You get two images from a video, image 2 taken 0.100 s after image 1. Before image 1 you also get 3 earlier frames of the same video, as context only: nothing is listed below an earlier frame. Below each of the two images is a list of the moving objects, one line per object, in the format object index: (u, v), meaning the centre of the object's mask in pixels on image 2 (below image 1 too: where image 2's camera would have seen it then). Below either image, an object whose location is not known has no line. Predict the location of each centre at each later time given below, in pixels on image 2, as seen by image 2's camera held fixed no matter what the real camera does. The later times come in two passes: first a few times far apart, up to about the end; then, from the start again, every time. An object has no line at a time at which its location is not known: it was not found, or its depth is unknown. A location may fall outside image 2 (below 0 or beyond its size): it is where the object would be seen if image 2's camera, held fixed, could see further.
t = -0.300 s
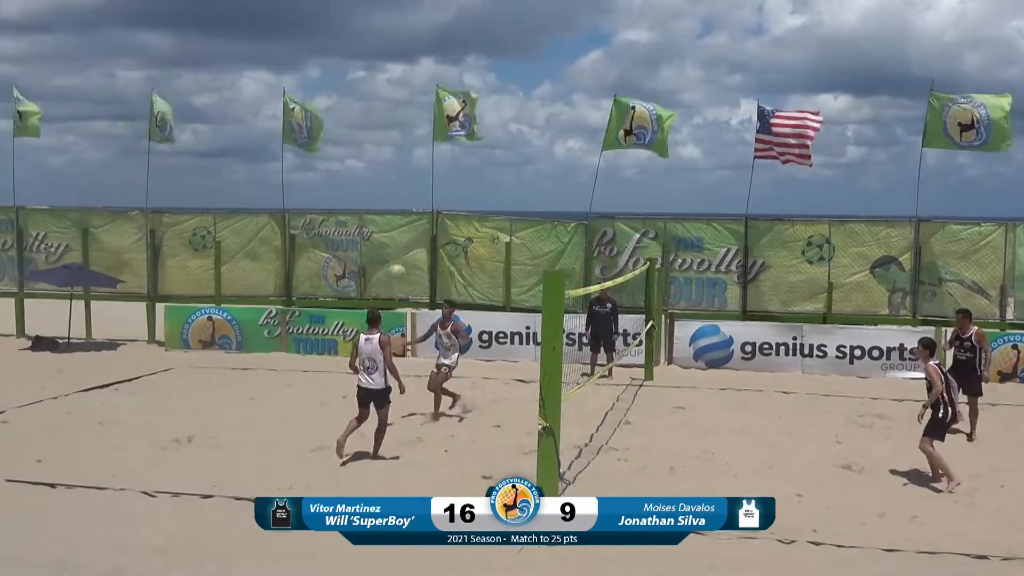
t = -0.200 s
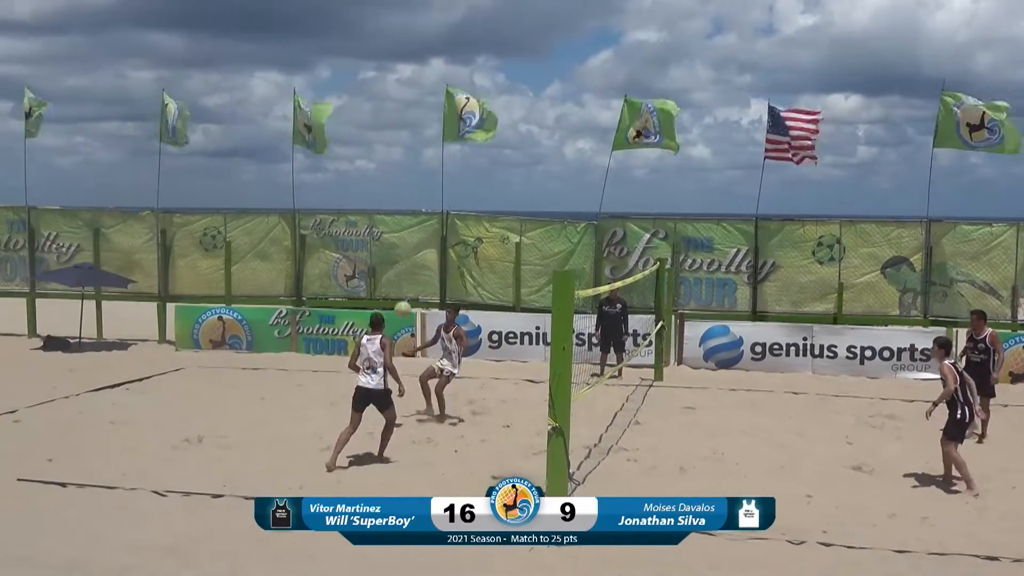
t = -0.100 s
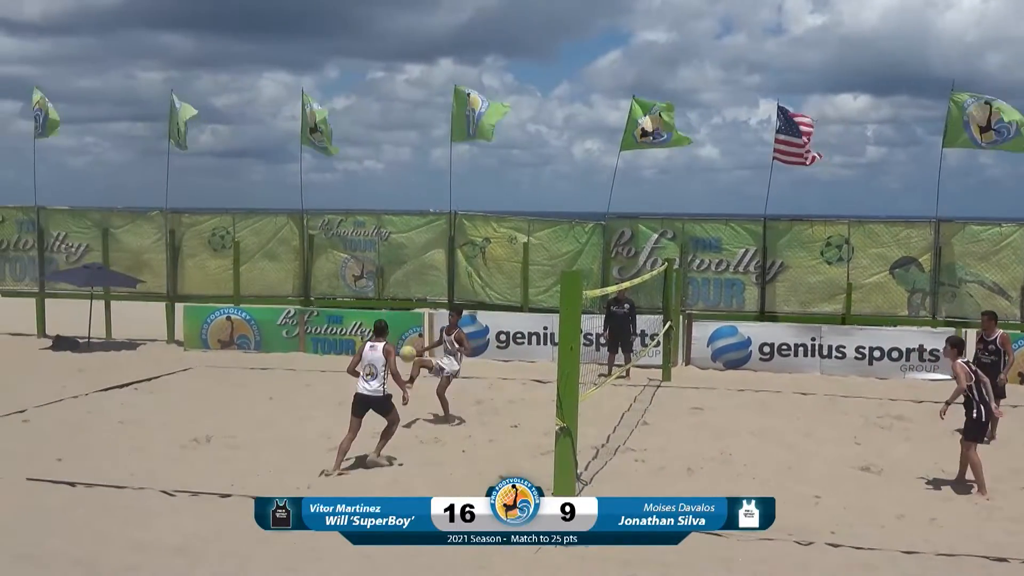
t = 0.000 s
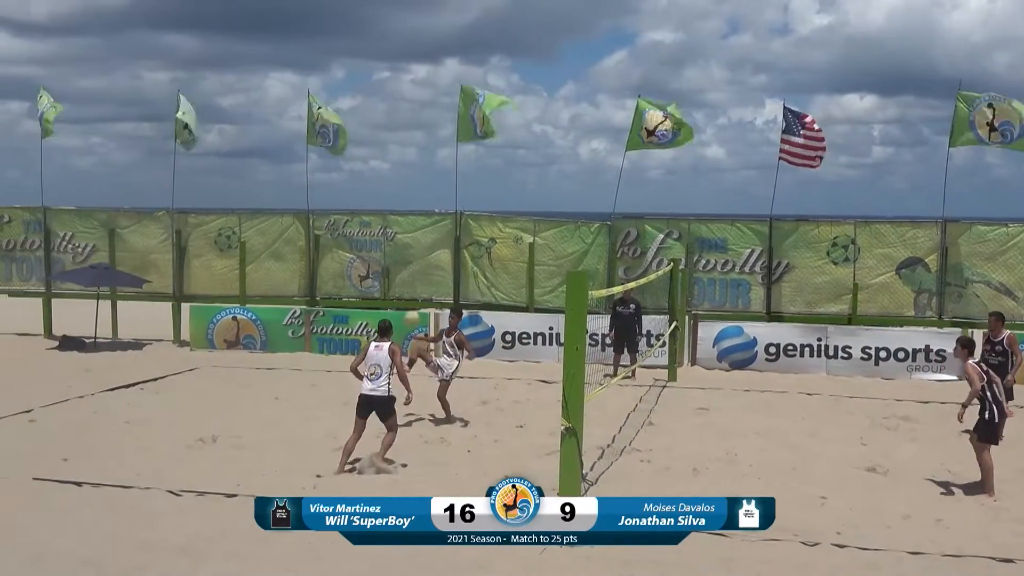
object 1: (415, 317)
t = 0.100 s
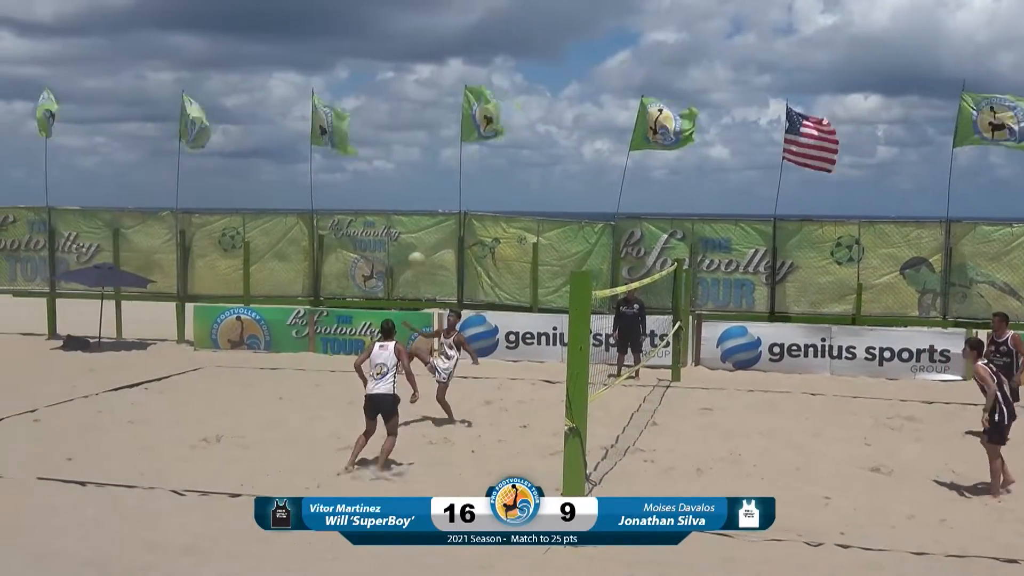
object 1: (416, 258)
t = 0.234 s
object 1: (417, 193)
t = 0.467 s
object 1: (420, 105)
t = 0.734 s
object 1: (423, 52)
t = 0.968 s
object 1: (427, 53)
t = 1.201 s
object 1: (431, 99)
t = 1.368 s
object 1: (432, 157)
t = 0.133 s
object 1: (416, 240)
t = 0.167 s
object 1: (417, 224)
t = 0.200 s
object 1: (417, 208)
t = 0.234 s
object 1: (417, 193)
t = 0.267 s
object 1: (418, 178)
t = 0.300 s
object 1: (418, 163)
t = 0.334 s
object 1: (419, 150)
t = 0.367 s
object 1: (419, 138)
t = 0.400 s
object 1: (420, 126)
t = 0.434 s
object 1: (420, 114)
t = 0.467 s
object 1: (420, 105)
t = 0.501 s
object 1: (421, 95)
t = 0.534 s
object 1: (421, 87)
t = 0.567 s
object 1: (421, 80)
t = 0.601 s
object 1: (422, 73)
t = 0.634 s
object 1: (423, 66)
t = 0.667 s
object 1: (423, 61)
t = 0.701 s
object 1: (423, 56)
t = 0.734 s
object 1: (423, 52)
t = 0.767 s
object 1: (423, 50)
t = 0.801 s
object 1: (424, 49)
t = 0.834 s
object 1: (425, 49)
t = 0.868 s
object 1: (425, 49)
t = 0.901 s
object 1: (425, 49)
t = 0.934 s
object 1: (426, 50)
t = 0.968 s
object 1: (427, 53)
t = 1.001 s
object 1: (427, 58)
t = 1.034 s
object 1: (428, 63)
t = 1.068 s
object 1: (429, 68)
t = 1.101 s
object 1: (430, 75)
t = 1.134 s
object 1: (430, 82)
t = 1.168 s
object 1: (430, 91)
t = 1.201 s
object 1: (431, 99)
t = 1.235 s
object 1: (431, 109)
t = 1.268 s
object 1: (431, 120)
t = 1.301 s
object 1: (432, 131)
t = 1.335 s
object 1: (432, 144)
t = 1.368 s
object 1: (432, 157)
